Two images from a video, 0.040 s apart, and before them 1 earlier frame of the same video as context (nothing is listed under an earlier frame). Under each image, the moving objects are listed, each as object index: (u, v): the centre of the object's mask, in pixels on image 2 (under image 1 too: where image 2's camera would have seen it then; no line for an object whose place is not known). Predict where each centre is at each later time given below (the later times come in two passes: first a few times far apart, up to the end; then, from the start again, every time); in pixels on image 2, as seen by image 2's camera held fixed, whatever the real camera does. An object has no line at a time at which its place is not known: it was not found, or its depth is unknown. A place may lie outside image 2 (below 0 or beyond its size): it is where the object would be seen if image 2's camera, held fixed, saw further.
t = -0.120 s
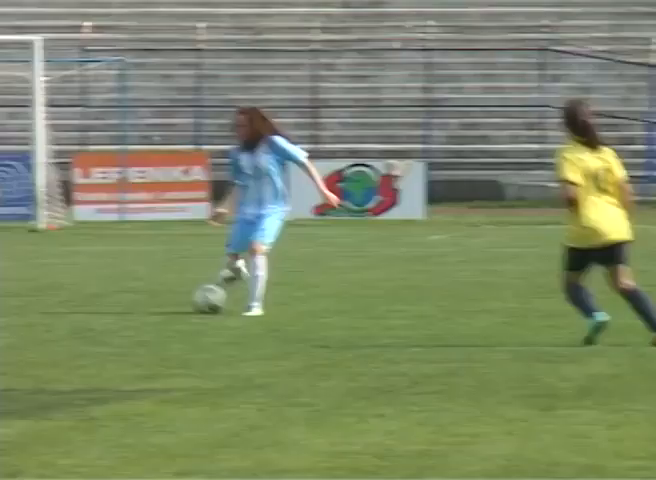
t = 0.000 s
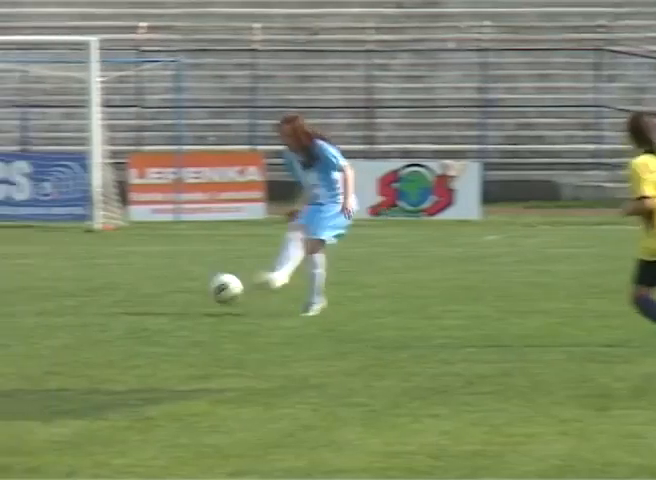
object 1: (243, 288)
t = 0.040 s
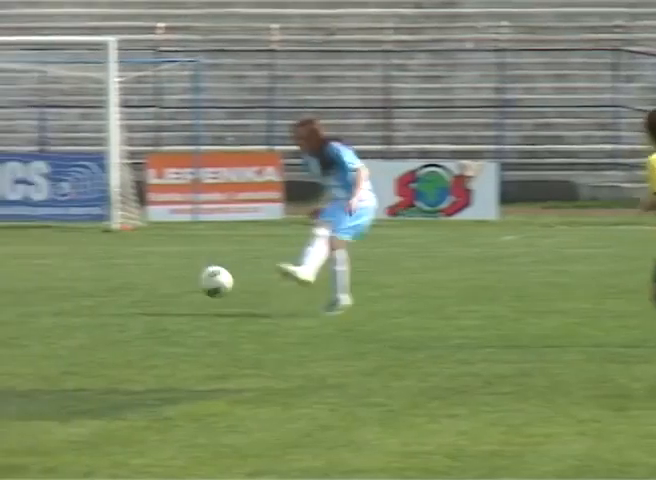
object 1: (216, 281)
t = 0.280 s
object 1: (42, 302)
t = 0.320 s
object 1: (10, 316)
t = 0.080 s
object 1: (188, 277)
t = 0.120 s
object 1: (159, 276)
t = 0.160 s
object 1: (131, 278)
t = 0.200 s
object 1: (102, 282)
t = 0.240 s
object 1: (72, 290)
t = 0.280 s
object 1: (42, 302)
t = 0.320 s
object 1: (10, 316)
